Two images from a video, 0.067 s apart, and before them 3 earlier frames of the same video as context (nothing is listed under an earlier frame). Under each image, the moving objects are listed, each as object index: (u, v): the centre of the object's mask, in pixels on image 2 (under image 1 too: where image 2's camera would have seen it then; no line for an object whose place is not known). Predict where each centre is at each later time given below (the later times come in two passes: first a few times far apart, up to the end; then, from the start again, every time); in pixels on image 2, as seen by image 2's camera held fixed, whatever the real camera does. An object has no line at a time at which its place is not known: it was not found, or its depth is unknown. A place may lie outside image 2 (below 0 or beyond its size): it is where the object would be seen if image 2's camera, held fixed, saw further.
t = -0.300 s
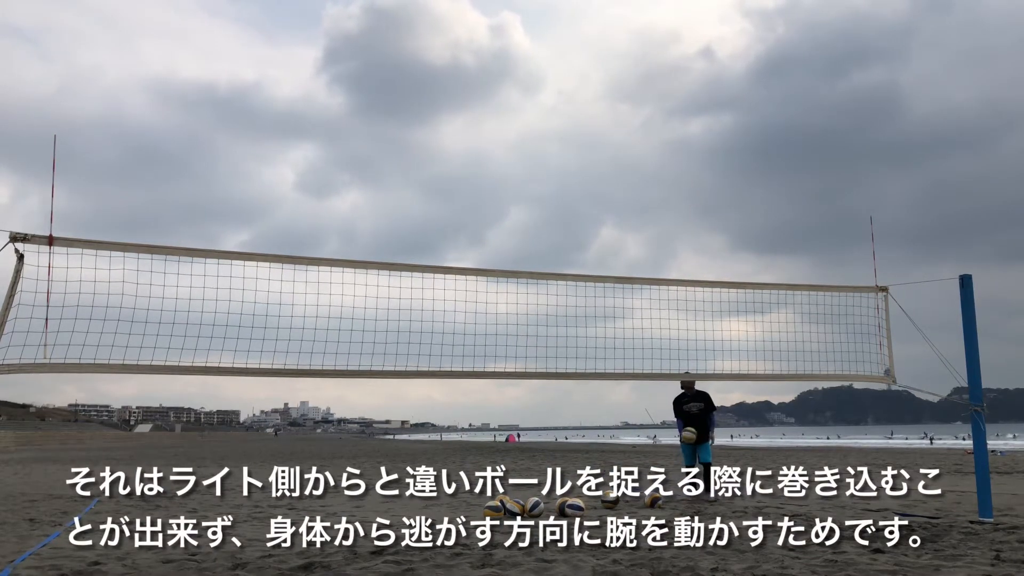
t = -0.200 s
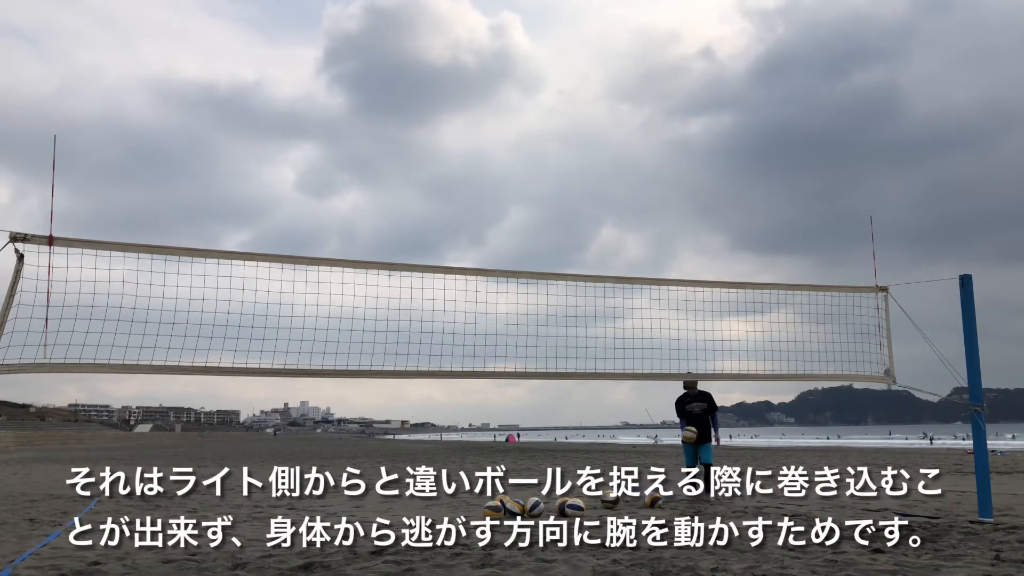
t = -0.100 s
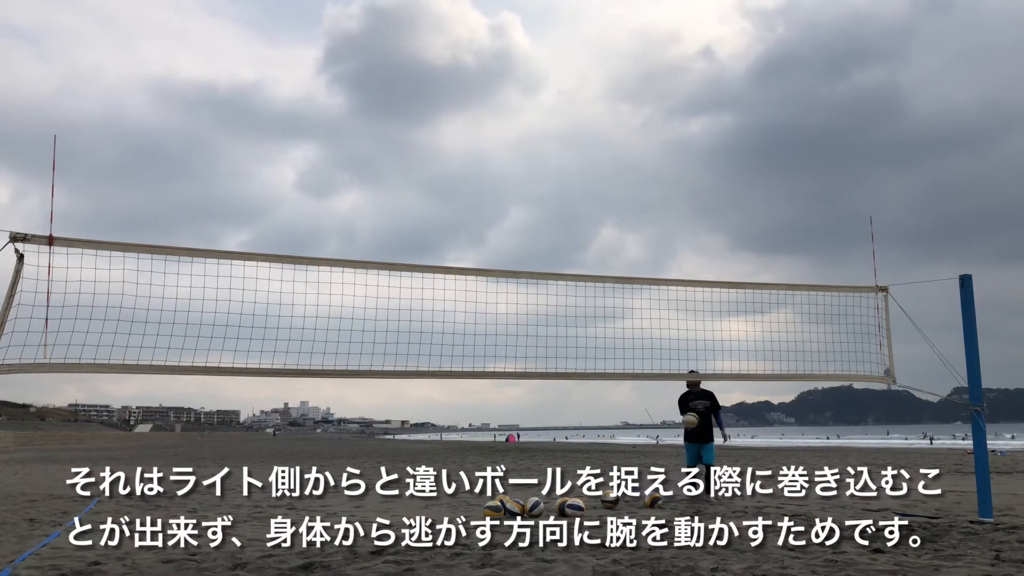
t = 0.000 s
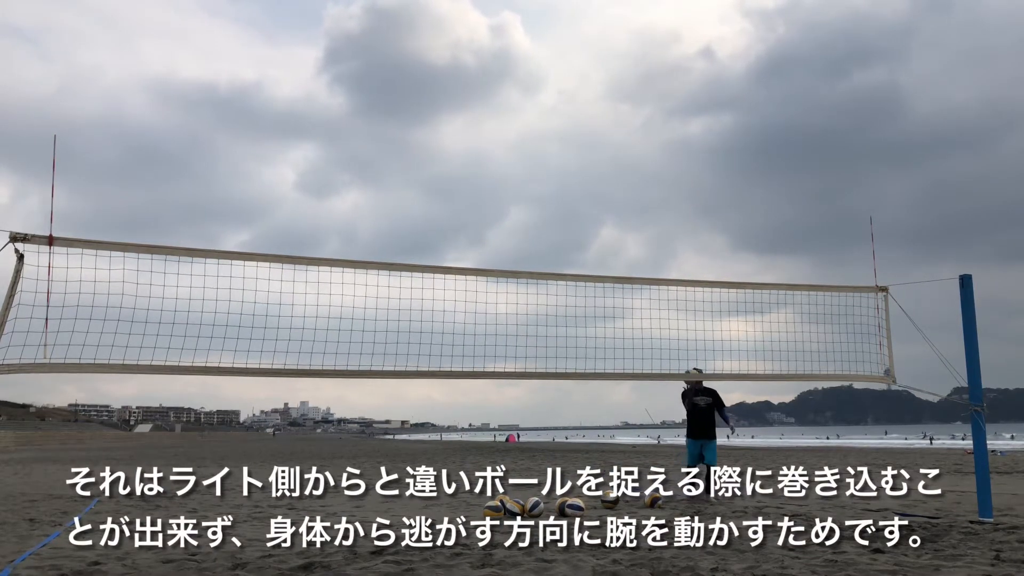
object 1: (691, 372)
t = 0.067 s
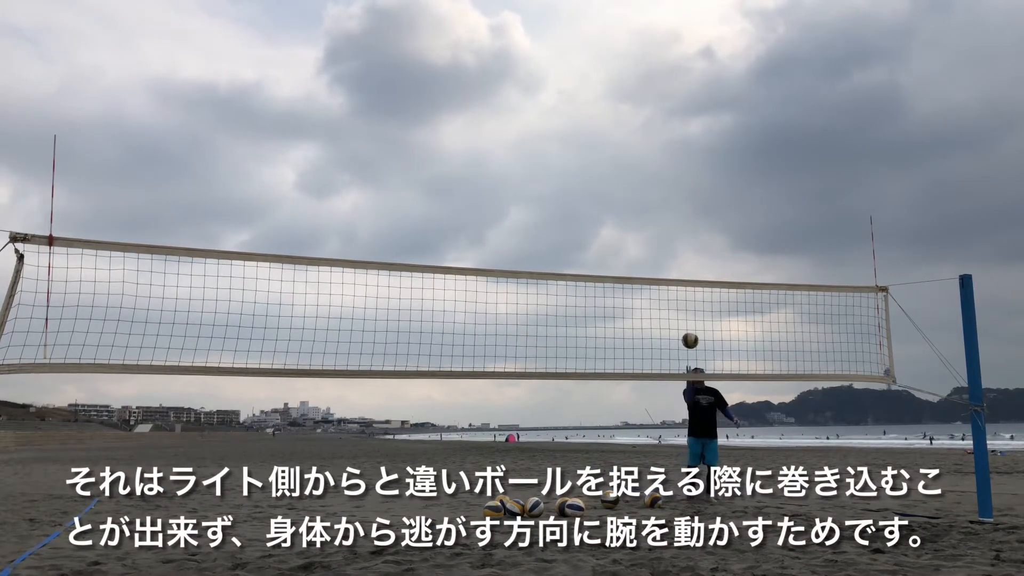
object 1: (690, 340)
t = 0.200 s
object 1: (689, 275)
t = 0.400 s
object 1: (689, 208)
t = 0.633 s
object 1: (694, 164)
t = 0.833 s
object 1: (701, 157)
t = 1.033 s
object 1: (710, 180)
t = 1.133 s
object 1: (716, 204)
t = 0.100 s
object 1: (690, 323)
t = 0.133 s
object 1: (689, 307)
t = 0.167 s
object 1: (689, 293)
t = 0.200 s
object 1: (689, 275)
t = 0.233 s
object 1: (689, 264)
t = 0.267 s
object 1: (689, 251)
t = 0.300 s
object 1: (689, 239)
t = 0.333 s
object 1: (689, 228)
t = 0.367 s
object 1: (689, 218)
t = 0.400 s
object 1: (689, 208)
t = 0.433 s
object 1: (690, 200)
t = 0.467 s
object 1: (690, 192)
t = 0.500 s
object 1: (691, 185)
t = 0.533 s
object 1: (692, 178)
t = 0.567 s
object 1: (692, 173)
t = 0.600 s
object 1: (693, 168)
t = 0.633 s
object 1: (694, 164)
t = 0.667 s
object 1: (695, 161)
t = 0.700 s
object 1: (696, 158)
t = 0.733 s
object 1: (697, 157)
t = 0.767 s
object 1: (698, 156)
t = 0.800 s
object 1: (699, 156)
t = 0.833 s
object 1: (701, 157)
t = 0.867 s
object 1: (702, 159)
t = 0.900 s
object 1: (703, 161)
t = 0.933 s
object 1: (705, 165)
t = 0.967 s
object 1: (707, 169)
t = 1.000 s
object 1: (708, 174)
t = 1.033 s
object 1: (710, 180)
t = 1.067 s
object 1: (712, 187)
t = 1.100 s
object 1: (714, 195)
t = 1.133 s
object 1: (716, 204)
